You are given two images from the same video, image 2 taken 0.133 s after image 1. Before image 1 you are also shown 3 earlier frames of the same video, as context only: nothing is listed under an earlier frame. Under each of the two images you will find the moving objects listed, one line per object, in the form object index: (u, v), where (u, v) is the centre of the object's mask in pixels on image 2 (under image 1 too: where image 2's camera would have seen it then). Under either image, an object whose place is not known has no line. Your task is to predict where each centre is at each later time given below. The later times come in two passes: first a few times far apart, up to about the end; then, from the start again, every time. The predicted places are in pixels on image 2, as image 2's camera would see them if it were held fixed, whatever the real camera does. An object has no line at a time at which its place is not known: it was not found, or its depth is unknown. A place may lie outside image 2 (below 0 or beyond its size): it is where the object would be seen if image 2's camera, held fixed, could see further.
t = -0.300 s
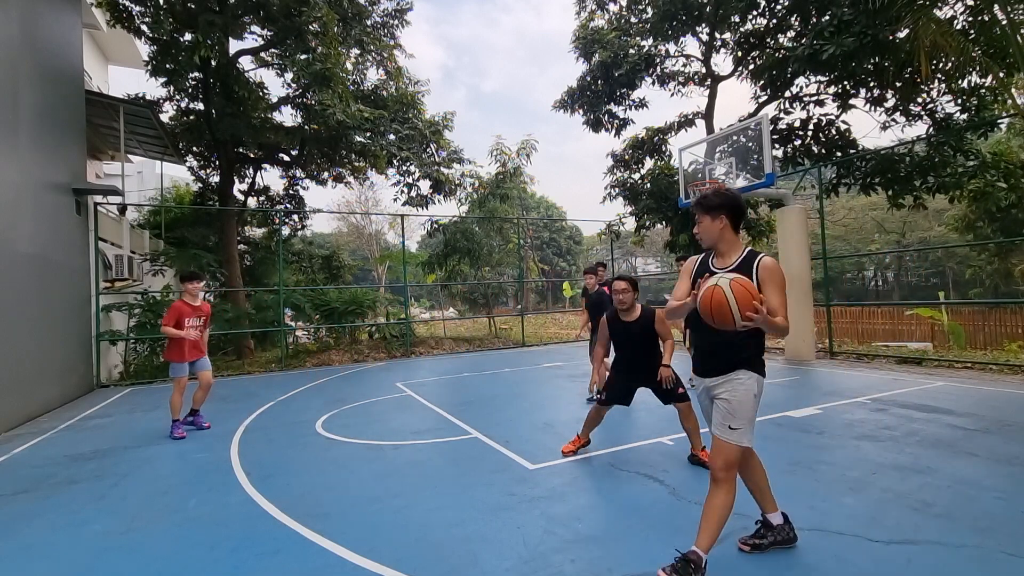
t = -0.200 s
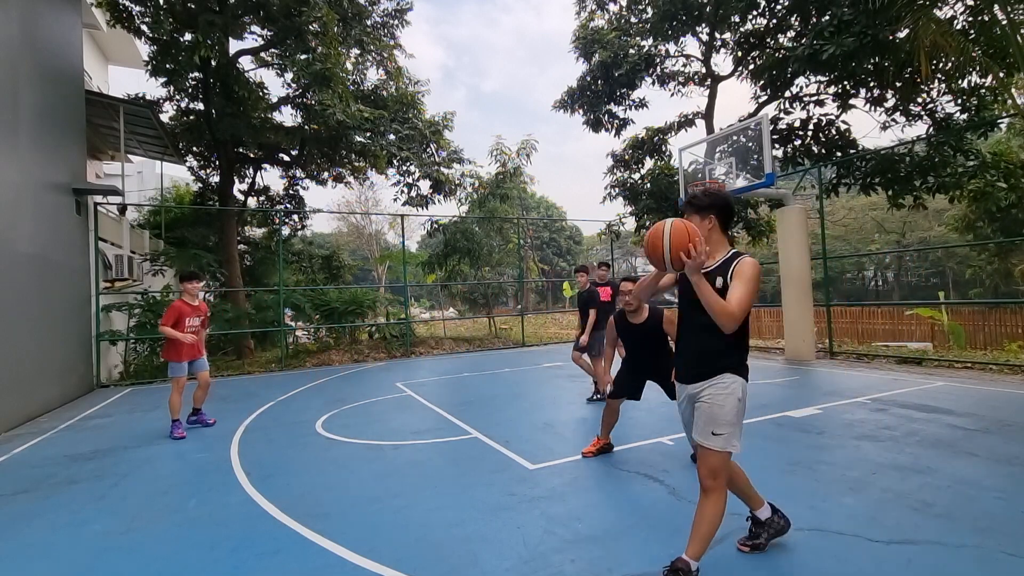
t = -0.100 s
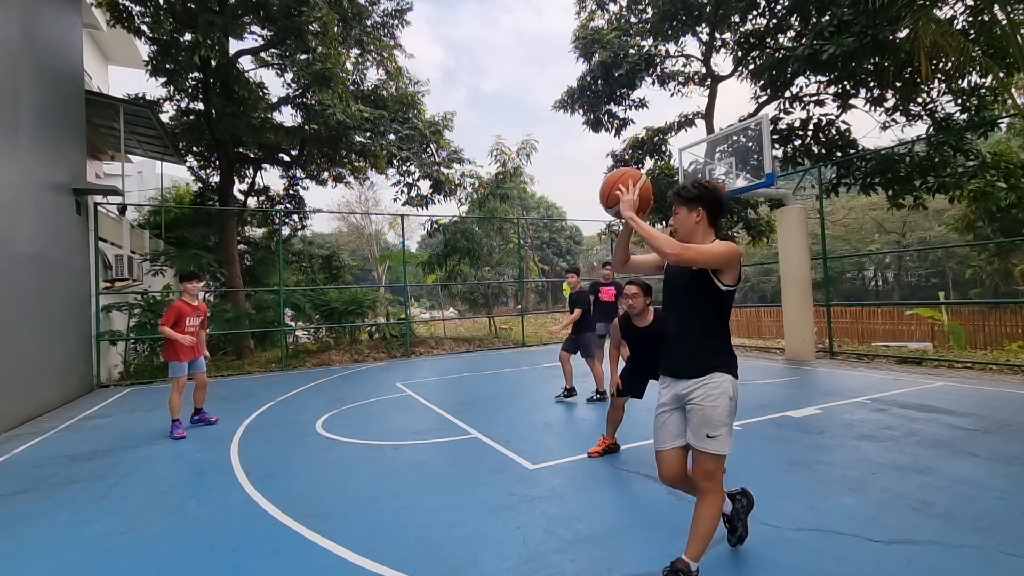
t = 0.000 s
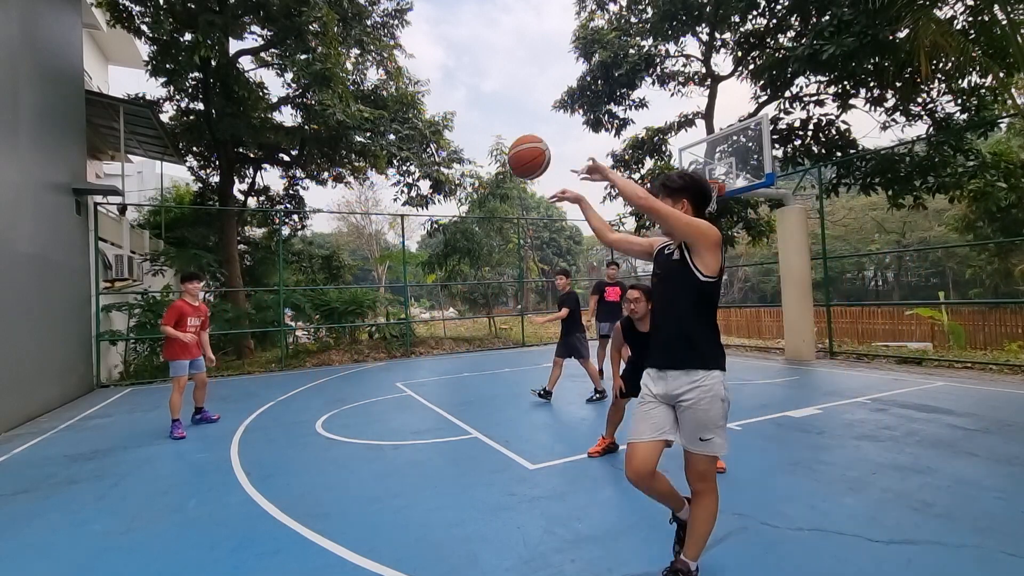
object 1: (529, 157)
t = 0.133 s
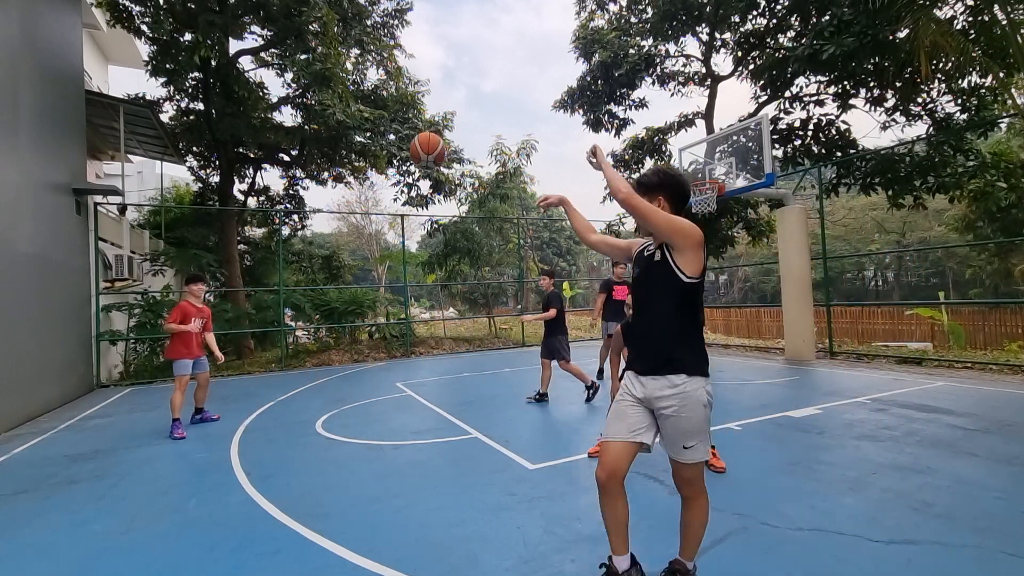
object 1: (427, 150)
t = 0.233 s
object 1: (374, 162)
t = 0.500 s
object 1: (285, 229)
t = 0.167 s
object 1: (408, 153)
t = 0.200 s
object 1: (390, 157)
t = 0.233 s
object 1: (374, 162)
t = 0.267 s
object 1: (360, 169)
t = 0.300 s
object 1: (346, 175)
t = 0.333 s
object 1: (334, 183)
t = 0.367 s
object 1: (322, 191)
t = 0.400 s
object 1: (312, 200)
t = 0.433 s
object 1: (302, 210)
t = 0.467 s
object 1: (293, 219)
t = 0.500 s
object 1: (285, 229)
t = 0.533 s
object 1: (276, 240)
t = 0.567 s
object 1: (269, 251)
